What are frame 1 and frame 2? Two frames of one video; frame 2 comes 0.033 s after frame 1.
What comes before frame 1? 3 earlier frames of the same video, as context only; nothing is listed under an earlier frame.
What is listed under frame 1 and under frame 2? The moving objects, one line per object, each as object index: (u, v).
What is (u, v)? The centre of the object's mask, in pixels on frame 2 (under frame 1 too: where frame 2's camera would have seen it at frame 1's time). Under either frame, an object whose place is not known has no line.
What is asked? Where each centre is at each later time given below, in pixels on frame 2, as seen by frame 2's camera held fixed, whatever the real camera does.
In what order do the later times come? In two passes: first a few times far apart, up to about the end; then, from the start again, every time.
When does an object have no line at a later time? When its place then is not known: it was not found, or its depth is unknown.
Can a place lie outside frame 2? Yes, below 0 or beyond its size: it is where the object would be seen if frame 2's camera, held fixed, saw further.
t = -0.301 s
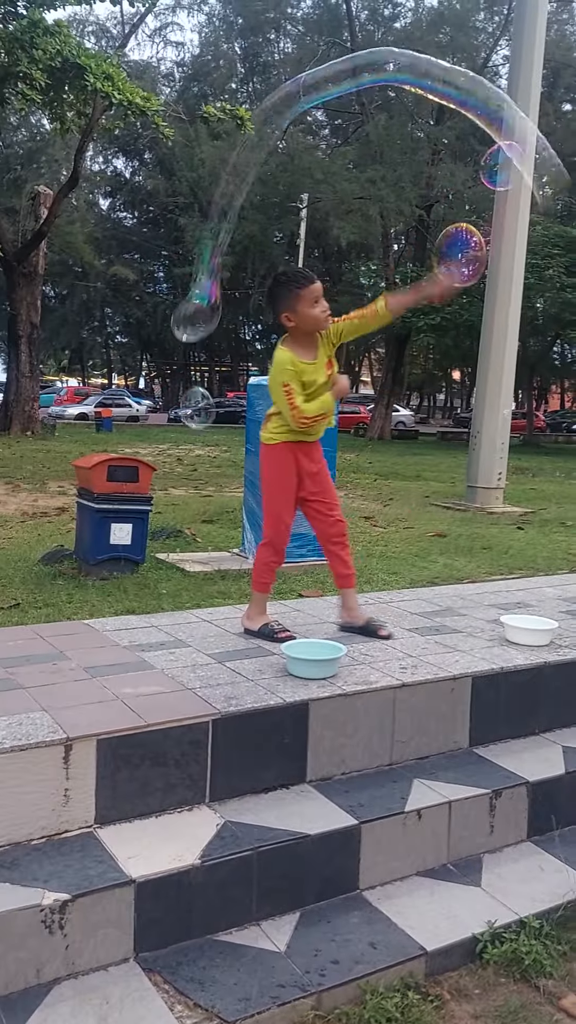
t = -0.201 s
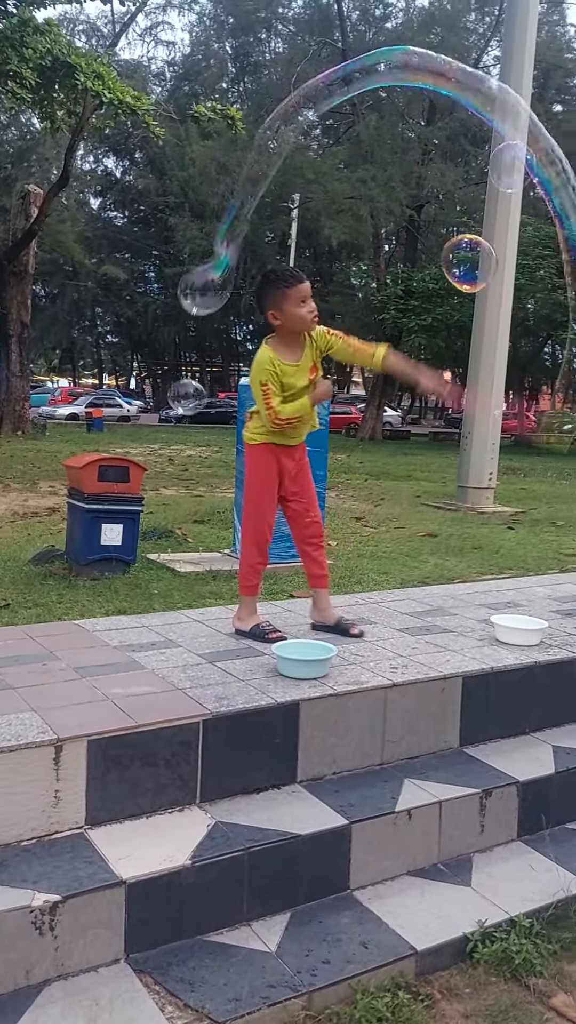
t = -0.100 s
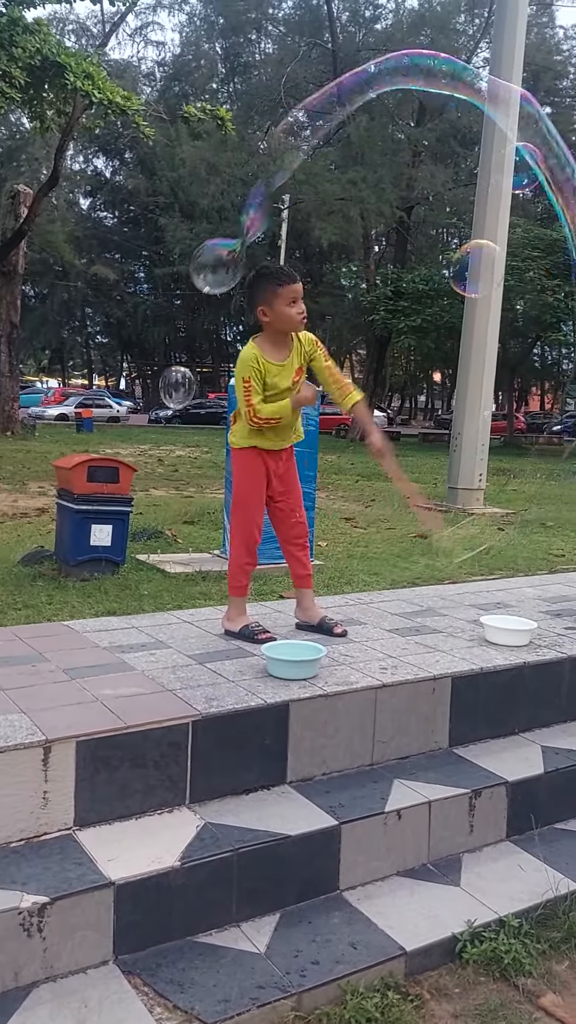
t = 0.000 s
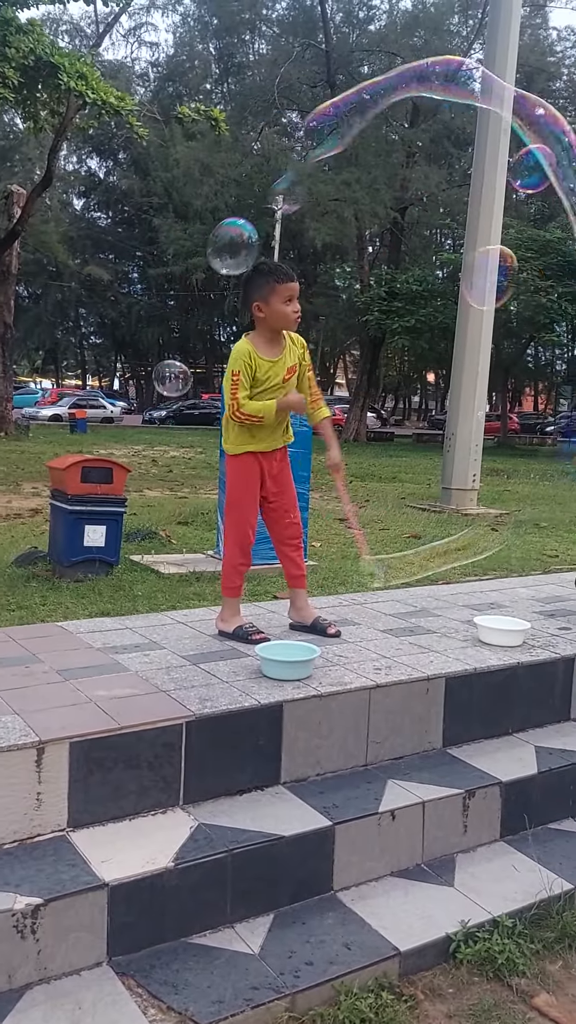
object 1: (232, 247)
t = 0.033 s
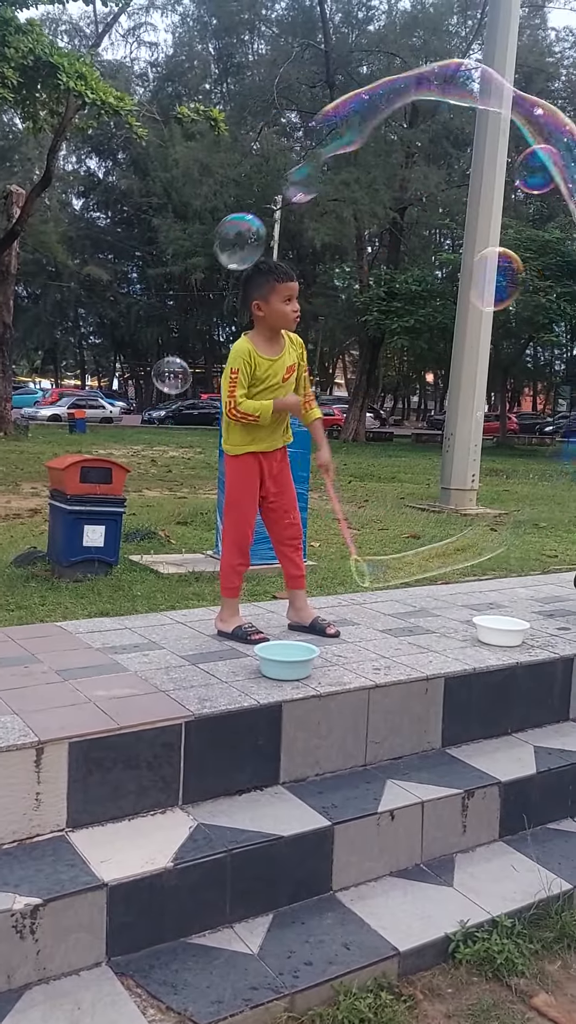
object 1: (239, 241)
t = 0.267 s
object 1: (295, 212)
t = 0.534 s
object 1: (355, 194)
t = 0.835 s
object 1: (420, 181)
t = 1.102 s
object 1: (475, 177)
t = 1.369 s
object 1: (532, 176)
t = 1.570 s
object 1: (571, 177)
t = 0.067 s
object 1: (247, 236)
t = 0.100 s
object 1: (253, 231)
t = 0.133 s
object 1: (263, 226)
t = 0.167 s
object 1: (271, 222)
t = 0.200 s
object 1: (279, 218)
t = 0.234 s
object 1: (286, 215)
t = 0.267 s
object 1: (295, 212)
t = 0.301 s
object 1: (303, 209)
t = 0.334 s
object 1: (310, 206)
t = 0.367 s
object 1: (318, 204)
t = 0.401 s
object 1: (325, 202)
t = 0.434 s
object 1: (333, 199)
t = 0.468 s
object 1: (340, 197)
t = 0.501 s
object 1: (348, 195)
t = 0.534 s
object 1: (355, 194)
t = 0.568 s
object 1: (363, 192)
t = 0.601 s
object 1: (370, 190)
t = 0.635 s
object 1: (377, 188)
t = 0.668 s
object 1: (385, 187)
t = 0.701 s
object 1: (392, 185)
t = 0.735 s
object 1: (399, 184)
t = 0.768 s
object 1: (406, 183)
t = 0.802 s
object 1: (413, 182)
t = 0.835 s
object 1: (420, 181)
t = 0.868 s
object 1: (427, 180)
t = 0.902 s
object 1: (435, 180)
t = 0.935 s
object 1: (442, 179)
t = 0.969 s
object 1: (448, 179)
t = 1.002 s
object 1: (455, 177)
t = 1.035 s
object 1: (462, 177)
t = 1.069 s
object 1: (469, 177)
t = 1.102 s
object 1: (475, 177)
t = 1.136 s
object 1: (482, 176)
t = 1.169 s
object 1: (491, 176)
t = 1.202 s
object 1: (497, 175)
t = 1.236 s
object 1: (506, 175)
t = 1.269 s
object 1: (511, 175)
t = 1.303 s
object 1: (522, 176)
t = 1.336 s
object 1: (527, 176)
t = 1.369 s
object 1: (532, 176)
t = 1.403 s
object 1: (538, 175)
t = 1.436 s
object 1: (545, 175)
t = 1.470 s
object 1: (551, 175)
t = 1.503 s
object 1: (557, 176)
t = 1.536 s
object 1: (564, 176)
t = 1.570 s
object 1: (571, 177)
